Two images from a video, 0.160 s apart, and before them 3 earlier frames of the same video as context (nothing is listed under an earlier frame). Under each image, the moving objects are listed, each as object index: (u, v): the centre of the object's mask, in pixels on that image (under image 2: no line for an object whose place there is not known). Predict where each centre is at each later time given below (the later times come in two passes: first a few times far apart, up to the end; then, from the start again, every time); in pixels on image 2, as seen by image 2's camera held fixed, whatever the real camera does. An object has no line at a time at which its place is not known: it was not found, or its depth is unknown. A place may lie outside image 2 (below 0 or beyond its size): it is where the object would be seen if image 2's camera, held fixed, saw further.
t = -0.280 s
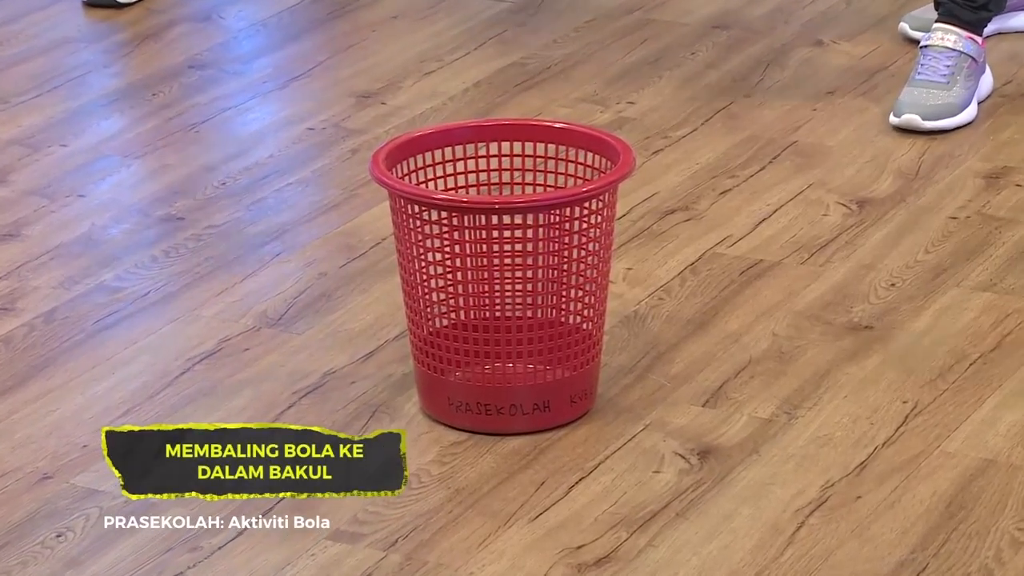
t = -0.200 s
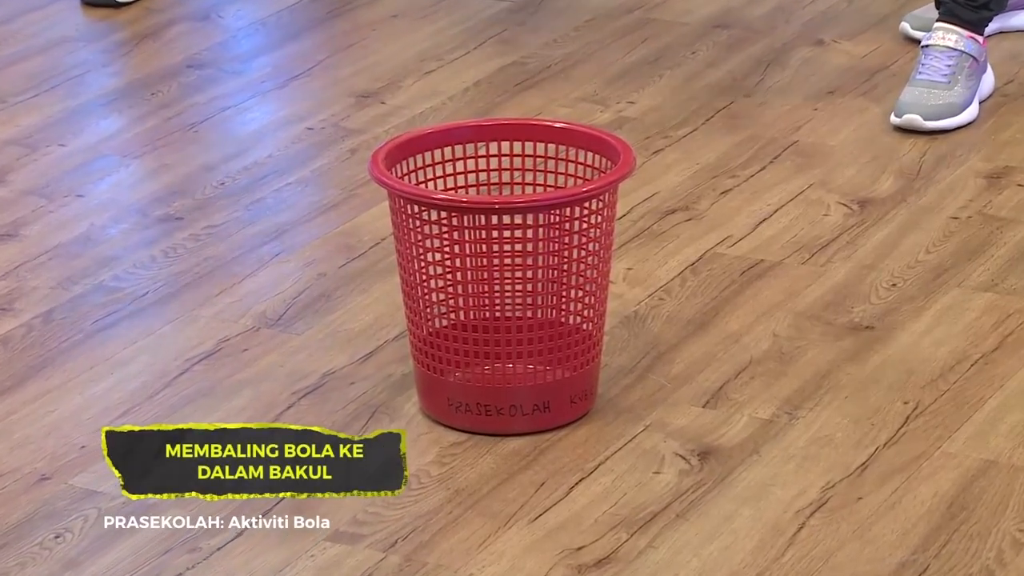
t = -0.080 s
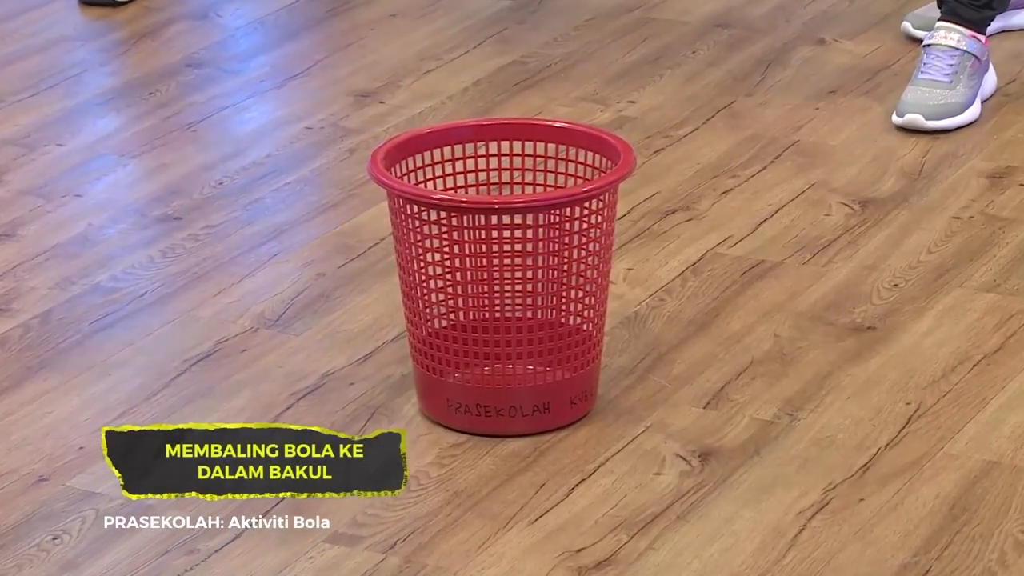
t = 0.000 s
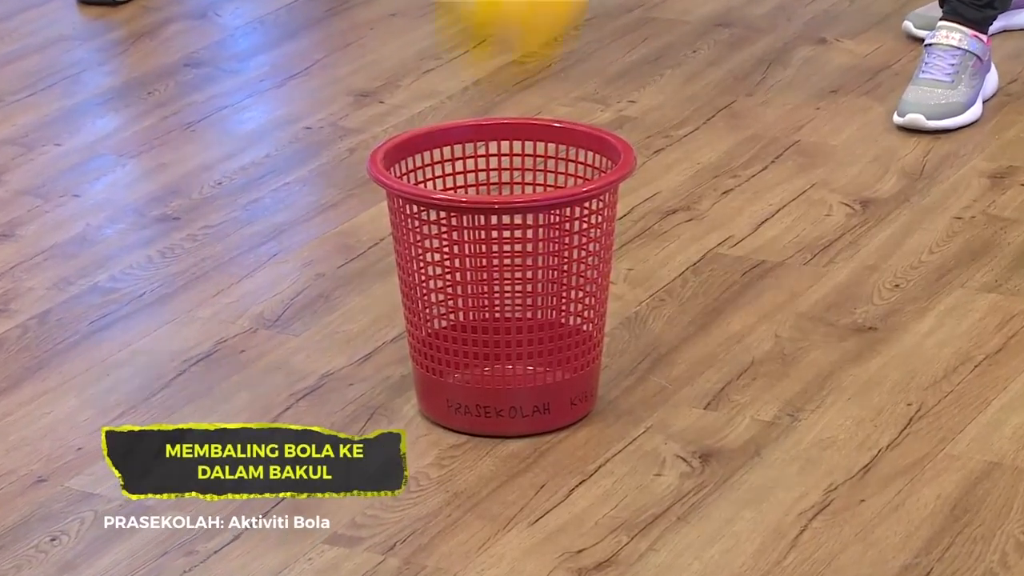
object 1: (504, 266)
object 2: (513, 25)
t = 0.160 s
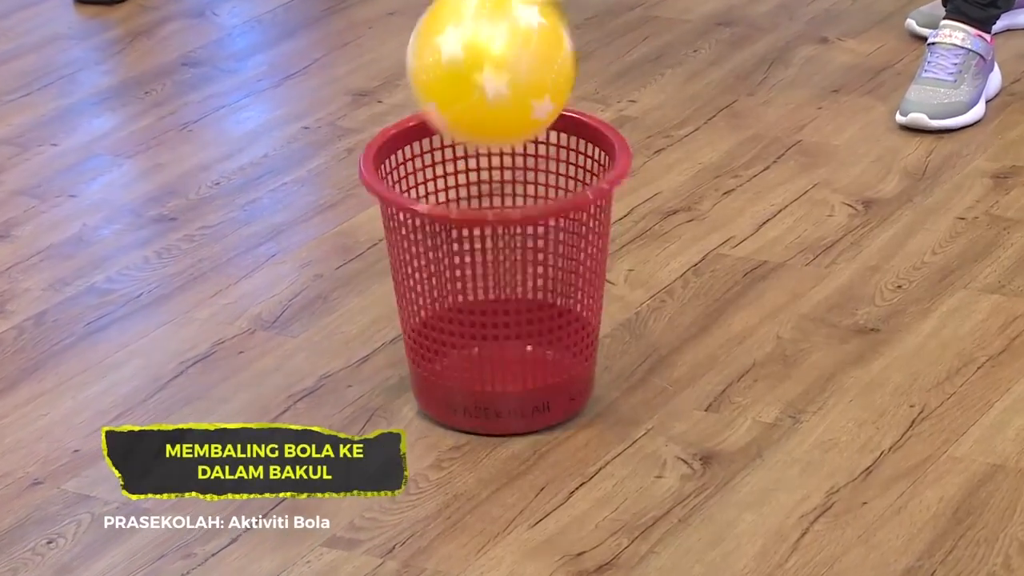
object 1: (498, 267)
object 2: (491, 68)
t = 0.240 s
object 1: (498, 259)
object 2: (515, 57)
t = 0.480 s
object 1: (522, 297)
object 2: (534, 168)
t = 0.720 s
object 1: (551, 273)
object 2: (557, 288)
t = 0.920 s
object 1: (610, 321)
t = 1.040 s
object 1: (649, 351)
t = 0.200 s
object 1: (498, 260)
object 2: (502, 59)
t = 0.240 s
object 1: (498, 259)
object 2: (515, 57)
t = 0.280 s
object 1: (498, 261)
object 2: (527, 62)
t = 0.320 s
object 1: (496, 266)
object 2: (541, 75)
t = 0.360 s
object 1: (495, 277)
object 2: (548, 105)
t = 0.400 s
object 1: (488, 289)
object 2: (554, 155)
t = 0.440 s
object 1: (496, 290)
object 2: (550, 176)
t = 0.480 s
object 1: (522, 297)
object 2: (534, 168)
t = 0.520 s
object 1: (516, 298)
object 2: (546, 181)
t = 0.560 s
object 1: (521, 259)
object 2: (572, 208)
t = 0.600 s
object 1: (532, 261)
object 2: (558, 232)
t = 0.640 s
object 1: (544, 265)
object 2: (536, 255)
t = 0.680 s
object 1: (547, 269)
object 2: (546, 266)
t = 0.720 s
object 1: (551, 273)
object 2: (557, 288)
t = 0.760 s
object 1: (563, 277)
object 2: (535, 319)
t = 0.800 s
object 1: (574, 285)
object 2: (527, 327)
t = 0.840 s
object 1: (586, 297)
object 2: (532, 325)
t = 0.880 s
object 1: (598, 308)
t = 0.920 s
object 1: (610, 321)
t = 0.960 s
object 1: (626, 344)
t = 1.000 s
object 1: (638, 356)
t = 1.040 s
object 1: (649, 351)
